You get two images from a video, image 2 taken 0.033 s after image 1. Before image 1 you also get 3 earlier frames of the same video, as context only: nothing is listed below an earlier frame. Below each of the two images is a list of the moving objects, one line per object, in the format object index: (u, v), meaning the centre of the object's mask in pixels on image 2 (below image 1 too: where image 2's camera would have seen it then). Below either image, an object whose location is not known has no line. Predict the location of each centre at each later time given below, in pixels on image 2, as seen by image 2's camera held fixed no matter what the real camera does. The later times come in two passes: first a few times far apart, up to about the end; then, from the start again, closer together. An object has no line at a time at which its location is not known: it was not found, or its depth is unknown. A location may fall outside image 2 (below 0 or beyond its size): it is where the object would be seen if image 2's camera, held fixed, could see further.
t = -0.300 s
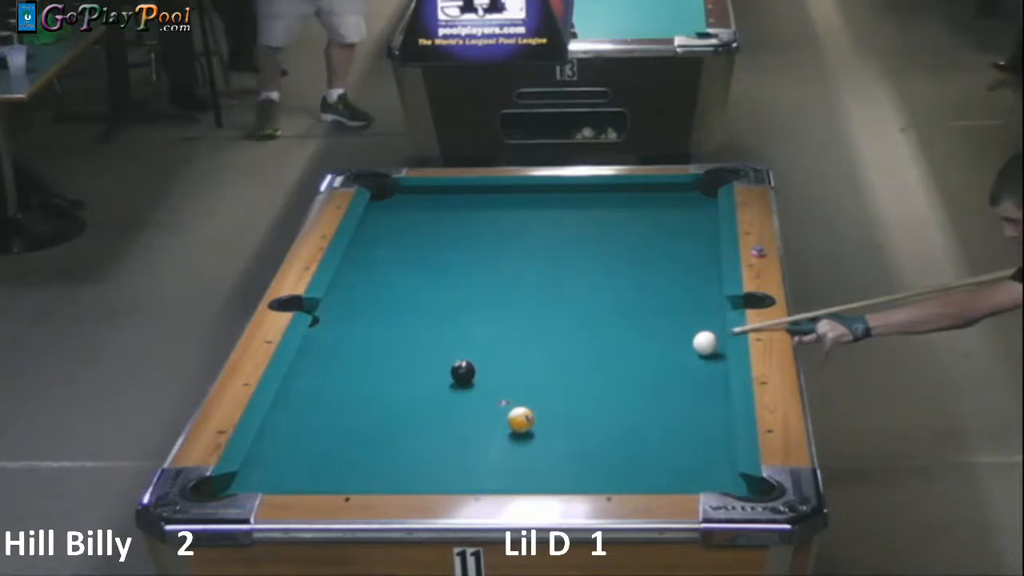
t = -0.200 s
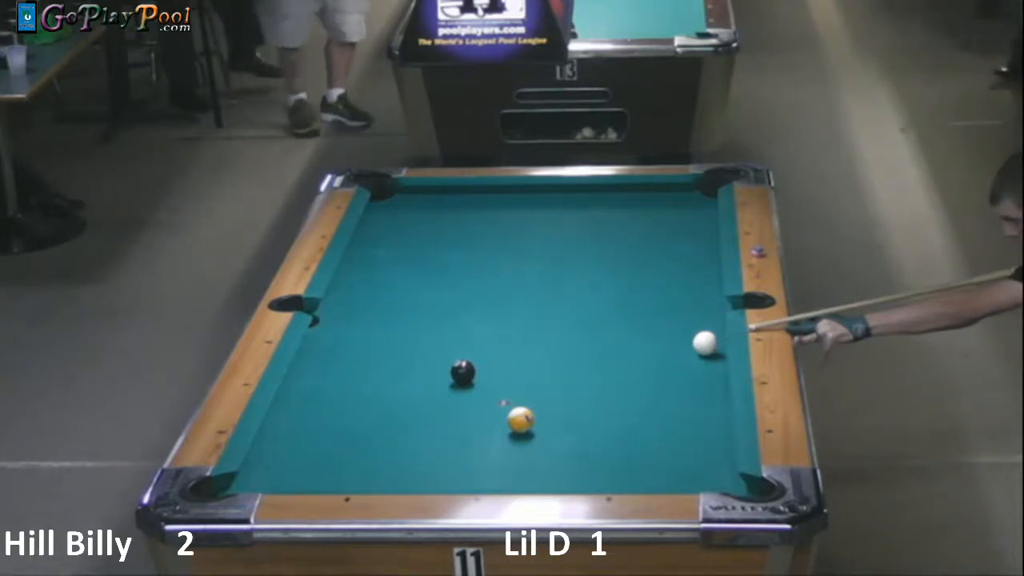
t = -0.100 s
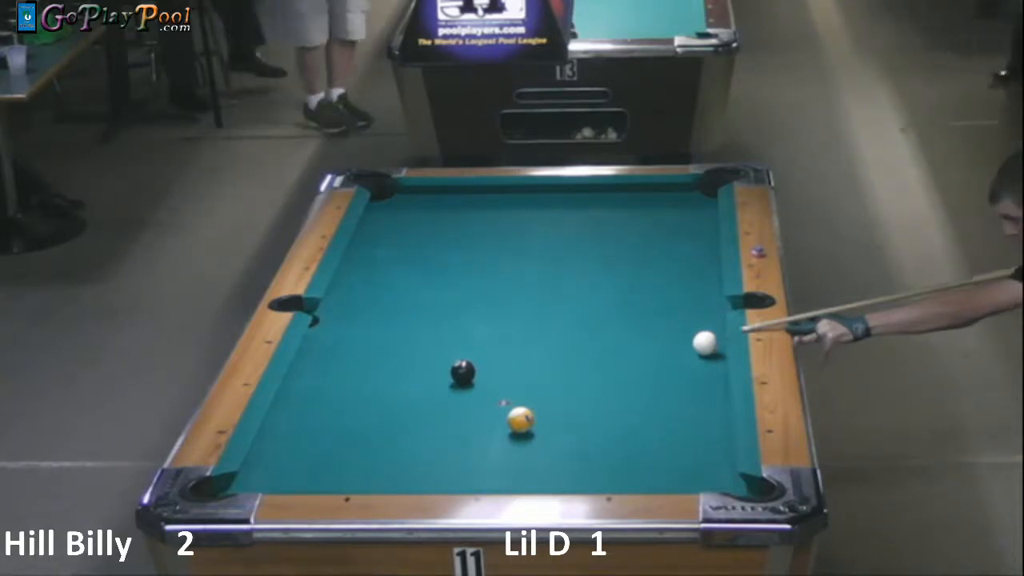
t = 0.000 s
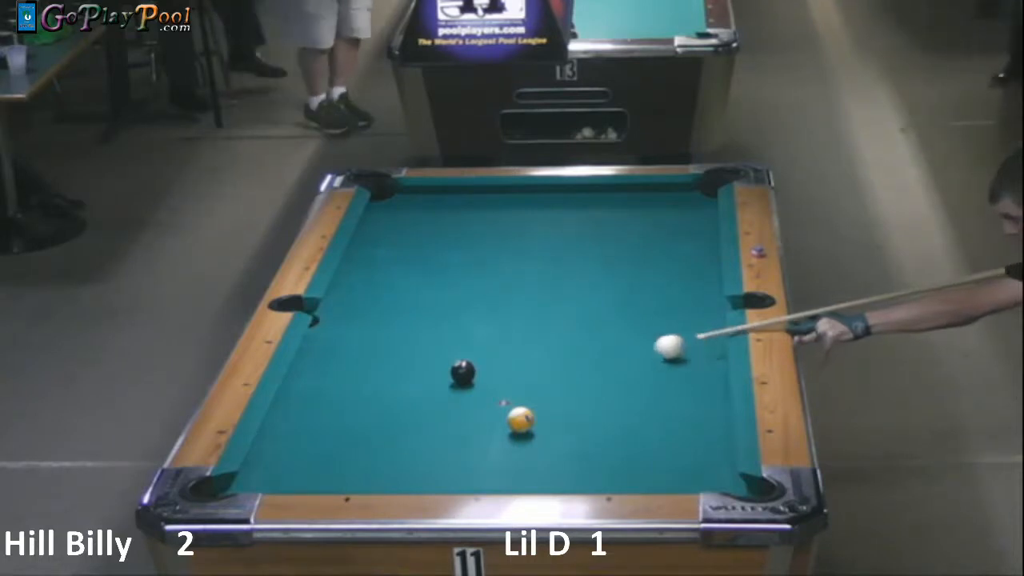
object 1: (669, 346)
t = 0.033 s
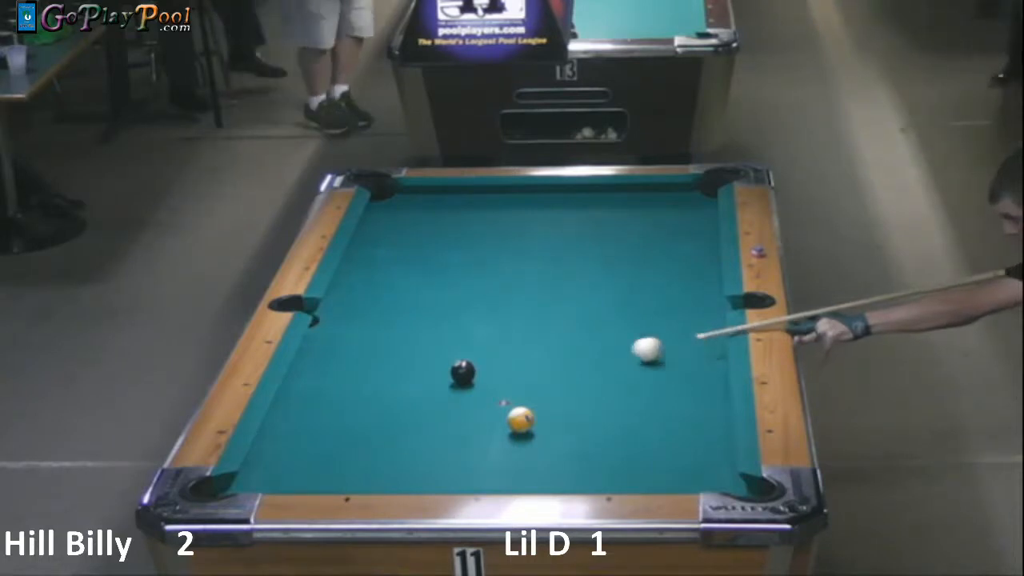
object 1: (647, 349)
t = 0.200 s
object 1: (534, 361)
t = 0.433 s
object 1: (464, 364)
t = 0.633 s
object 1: (427, 363)
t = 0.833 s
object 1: (390, 362)
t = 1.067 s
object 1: (349, 360)
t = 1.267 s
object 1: (315, 359)
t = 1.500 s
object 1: (328, 358)
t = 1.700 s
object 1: (354, 357)
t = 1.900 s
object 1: (378, 355)
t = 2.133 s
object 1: (405, 354)
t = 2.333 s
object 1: (427, 353)
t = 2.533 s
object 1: (447, 352)
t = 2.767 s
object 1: (469, 350)
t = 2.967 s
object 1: (487, 349)
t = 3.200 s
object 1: (507, 348)
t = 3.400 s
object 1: (522, 346)
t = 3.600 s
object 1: (535, 345)
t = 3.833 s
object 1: (550, 344)
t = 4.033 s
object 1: (561, 344)
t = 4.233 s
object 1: (571, 344)
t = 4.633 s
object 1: (588, 342)
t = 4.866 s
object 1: (595, 342)
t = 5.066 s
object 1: (599, 341)
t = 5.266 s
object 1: (601, 341)
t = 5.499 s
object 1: (603, 341)
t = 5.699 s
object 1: (603, 341)
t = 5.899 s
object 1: (603, 341)
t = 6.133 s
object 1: (603, 341)
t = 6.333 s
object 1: (603, 341)
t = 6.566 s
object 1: (603, 341)
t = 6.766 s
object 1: (603, 341)
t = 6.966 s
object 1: (603, 341)
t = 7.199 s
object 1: (603, 341)
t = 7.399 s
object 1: (603, 341)
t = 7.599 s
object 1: (603, 341)
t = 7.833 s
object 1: (603, 341)
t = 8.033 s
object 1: (603, 341)
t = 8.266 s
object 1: (603, 341)
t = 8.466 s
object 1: (603, 341)
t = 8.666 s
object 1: (603, 341)
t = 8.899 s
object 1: (603, 341)
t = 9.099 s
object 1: (603, 341)
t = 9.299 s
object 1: (603, 341)
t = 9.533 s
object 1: (603, 341)
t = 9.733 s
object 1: (603, 341)
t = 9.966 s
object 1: (603, 341)
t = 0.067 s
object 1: (624, 351)
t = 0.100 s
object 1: (602, 354)
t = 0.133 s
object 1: (580, 356)
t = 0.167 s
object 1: (557, 359)
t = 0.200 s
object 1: (534, 361)
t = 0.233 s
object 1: (512, 364)
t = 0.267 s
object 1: (489, 367)
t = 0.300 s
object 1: (485, 366)
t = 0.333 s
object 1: (482, 365)
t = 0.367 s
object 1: (477, 365)
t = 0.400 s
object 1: (471, 364)
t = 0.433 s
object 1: (464, 364)
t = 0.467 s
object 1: (458, 364)
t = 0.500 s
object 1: (452, 363)
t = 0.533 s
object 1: (445, 363)
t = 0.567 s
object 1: (439, 363)
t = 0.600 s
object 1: (433, 363)
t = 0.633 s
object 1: (427, 363)
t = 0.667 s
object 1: (420, 363)
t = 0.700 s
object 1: (414, 362)
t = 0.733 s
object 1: (408, 362)
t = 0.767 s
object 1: (402, 362)
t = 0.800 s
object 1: (396, 362)
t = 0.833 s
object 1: (390, 362)
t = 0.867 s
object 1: (383, 361)
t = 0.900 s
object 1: (378, 361)
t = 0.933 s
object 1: (372, 361)
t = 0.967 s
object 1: (366, 361)
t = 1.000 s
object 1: (360, 361)
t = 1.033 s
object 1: (355, 360)
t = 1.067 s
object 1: (349, 360)
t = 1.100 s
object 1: (343, 360)
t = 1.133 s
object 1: (338, 360)
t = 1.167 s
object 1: (332, 360)
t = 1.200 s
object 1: (326, 360)
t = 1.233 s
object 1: (321, 360)
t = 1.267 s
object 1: (315, 359)
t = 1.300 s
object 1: (310, 359)
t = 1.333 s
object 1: (306, 359)
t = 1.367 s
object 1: (310, 359)
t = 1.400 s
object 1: (315, 359)
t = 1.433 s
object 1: (319, 359)
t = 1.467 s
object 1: (324, 358)
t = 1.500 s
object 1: (328, 358)
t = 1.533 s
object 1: (333, 357)
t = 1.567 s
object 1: (337, 358)
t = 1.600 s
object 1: (341, 357)
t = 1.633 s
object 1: (346, 357)
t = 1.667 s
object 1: (350, 356)
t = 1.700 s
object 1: (354, 357)
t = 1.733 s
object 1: (358, 356)
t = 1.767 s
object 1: (362, 356)
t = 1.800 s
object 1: (366, 356)
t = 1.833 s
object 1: (370, 355)
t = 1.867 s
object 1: (374, 356)
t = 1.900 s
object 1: (378, 355)
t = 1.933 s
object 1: (382, 355)
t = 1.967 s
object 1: (386, 355)
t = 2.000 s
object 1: (390, 355)
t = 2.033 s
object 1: (394, 355)
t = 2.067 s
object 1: (398, 354)
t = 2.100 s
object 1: (401, 354)
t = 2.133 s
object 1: (405, 354)
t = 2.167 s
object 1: (409, 353)
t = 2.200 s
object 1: (412, 354)
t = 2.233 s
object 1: (416, 353)
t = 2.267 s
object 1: (420, 353)
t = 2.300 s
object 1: (423, 353)
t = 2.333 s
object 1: (427, 353)
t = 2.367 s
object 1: (430, 352)
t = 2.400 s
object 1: (434, 353)
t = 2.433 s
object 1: (437, 352)
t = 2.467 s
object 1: (441, 352)
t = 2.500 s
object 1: (444, 352)
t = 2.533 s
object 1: (447, 352)
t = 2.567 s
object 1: (451, 351)
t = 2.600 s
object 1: (454, 351)
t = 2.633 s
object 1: (457, 351)
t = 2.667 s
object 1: (460, 351)
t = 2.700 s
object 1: (463, 351)
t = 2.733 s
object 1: (466, 350)
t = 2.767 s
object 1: (469, 350)
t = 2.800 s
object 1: (473, 350)
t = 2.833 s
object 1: (475, 350)
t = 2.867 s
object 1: (479, 349)
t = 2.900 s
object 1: (481, 349)
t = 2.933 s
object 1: (485, 349)
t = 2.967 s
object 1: (487, 349)
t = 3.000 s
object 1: (490, 348)
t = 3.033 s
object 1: (493, 348)
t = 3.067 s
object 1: (496, 348)
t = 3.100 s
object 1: (498, 348)
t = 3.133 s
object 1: (501, 348)
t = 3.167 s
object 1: (504, 347)
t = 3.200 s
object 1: (507, 348)
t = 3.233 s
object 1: (509, 347)
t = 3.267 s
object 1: (512, 347)
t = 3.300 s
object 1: (514, 347)
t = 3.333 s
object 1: (517, 347)
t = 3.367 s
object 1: (519, 346)
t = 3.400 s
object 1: (522, 346)
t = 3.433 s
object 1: (524, 346)
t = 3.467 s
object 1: (526, 346)
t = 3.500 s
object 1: (528, 346)
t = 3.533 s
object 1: (531, 346)
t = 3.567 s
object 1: (533, 346)
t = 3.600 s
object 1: (535, 345)
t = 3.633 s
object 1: (537, 345)
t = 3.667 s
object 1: (539, 345)
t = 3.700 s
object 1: (542, 345)
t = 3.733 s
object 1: (544, 345)
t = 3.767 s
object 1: (546, 345)
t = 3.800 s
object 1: (548, 344)
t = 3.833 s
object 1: (550, 344)
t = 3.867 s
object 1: (552, 344)
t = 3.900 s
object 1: (554, 344)
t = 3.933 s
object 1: (556, 344)
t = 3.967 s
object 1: (557, 344)
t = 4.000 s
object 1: (559, 344)
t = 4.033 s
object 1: (561, 344)
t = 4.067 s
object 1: (563, 344)
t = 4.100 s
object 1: (564, 344)
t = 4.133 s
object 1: (566, 343)
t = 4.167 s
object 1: (568, 344)
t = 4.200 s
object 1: (570, 343)
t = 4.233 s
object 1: (571, 344)
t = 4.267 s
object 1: (573, 343)
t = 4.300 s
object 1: (574, 343)
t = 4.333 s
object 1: (575, 343)
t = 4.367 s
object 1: (577, 343)
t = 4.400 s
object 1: (578, 343)
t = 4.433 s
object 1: (580, 343)
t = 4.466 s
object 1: (582, 343)
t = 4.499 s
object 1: (584, 343)
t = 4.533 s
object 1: (585, 343)
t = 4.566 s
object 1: (586, 343)
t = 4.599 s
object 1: (588, 343)
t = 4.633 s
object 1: (588, 342)
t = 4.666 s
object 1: (589, 342)
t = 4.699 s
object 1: (591, 342)
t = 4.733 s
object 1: (591, 342)
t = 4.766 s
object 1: (592, 342)
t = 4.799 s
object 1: (593, 342)
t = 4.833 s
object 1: (594, 342)
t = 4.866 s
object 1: (595, 342)
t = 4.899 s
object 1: (595, 341)
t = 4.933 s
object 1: (596, 342)
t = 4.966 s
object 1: (597, 341)
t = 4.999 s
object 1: (597, 341)
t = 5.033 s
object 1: (598, 341)
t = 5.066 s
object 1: (599, 341)
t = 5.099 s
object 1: (599, 341)
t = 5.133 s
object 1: (600, 341)
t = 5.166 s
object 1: (600, 341)
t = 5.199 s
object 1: (601, 341)
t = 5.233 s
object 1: (601, 341)
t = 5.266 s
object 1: (601, 341)
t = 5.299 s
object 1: (602, 341)
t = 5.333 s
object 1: (602, 341)
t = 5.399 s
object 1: (602, 341)
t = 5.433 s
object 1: (602, 341)
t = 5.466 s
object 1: (603, 341)
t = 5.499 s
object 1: (603, 341)
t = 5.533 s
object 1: (603, 341)
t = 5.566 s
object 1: (603, 341)
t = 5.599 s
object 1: (603, 341)
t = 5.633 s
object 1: (603, 341)
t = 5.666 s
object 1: (603, 341)
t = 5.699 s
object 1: (603, 341)
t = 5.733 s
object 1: (603, 341)
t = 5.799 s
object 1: (603, 341)
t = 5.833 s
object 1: (603, 341)
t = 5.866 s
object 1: (603, 341)
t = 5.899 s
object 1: (603, 341)
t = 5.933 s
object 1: (603, 341)
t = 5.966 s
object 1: (603, 341)
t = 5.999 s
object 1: (603, 341)
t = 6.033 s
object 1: (603, 341)
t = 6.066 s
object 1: (603, 341)
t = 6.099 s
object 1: (603, 341)
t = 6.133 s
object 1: (603, 341)
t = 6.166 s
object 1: (603, 341)
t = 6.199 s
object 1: (603, 341)
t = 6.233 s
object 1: (603, 341)
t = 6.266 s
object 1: (603, 341)
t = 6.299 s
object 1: (603, 341)
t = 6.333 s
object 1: (603, 341)
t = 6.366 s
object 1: (603, 341)
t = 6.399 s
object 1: (603, 341)
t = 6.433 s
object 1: (603, 341)
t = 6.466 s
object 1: (603, 341)
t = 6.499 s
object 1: (603, 341)
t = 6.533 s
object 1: (603, 341)
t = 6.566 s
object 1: (603, 341)
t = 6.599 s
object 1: (603, 341)
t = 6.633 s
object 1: (603, 341)
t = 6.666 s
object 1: (603, 341)
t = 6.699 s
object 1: (603, 341)
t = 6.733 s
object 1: (603, 341)
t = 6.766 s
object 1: (603, 341)
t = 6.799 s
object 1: (603, 341)
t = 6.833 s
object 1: (603, 341)
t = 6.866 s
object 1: (603, 341)
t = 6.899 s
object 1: (603, 341)
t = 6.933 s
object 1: (603, 341)
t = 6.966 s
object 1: (603, 341)
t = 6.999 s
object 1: (603, 341)
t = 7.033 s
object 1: (603, 341)
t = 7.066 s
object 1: (603, 341)
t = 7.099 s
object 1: (603, 341)
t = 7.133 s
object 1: (603, 341)
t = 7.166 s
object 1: (603, 341)
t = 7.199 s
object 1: (603, 341)
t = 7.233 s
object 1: (603, 341)
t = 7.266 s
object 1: (603, 341)
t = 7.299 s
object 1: (603, 341)
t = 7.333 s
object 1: (603, 341)
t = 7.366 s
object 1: (603, 341)
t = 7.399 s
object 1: (603, 341)
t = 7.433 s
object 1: (603, 341)
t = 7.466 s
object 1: (603, 341)
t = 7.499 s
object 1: (603, 341)
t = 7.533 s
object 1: (603, 341)
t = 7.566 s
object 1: (603, 341)
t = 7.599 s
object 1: (603, 341)
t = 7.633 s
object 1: (603, 341)
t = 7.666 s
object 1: (603, 341)
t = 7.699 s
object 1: (603, 341)
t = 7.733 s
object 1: (603, 341)
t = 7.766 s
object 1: (603, 341)
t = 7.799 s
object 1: (603, 341)
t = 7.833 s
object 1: (603, 341)
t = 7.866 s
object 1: (603, 341)
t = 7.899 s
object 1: (603, 341)
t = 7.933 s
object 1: (603, 341)
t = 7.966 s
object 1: (603, 341)
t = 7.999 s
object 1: (603, 341)
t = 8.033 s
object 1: (603, 341)
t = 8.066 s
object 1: (603, 341)
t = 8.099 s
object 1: (603, 341)
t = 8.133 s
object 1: (603, 341)
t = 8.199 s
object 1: (603, 341)
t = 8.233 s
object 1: (603, 341)
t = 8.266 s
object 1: (603, 341)
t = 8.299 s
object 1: (603, 341)
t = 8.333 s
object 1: (603, 341)
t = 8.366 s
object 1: (603, 341)
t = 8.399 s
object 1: (603, 341)
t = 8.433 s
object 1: (603, 341)
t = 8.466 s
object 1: (603, 341)
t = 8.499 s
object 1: (603, 341)
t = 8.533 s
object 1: (603, 341)
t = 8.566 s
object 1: (603, 341)
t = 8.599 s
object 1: (603, 341)
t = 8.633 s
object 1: (603, 341)
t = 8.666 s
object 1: (603, 341)
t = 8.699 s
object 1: (603, 341)
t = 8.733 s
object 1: (603, 341)
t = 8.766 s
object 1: (603, 341)
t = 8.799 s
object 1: (603, 341)
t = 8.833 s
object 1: (603, 341)
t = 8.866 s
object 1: (603, 341)
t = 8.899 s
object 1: (603, 341)
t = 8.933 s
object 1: (603, 341)
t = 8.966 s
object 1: (603, 341)
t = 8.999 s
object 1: (603, 341)
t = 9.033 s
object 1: (603, 341)
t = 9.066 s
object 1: (603, 341)
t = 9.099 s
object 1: (603, 341)
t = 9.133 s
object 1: (603, 341)
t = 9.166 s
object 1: (603, 341)
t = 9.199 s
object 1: (603, 341)
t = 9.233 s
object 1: (603, 341)
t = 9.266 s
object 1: (603, 341)
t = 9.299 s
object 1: (603, 341)
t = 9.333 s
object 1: (603, 341)
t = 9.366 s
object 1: (603, 341)
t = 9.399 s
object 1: (603, 341)
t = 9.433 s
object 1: (603, 341)
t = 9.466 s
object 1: (603, 341)
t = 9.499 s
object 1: (603, 341)
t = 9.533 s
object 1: (603, 341)
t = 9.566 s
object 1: (603, 341)
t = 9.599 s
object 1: (603, 341)
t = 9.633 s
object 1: (603, 341)
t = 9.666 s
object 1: (603, 341)
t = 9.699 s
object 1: (603, 341)
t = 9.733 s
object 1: (603, 341)
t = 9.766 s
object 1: (603, 341)
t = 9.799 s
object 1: (603, 341)
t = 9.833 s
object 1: (603, 341)
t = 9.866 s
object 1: (603, 341)
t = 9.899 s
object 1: (603, 341)
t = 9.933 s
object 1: (603, 341)
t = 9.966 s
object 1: (603, 341)
